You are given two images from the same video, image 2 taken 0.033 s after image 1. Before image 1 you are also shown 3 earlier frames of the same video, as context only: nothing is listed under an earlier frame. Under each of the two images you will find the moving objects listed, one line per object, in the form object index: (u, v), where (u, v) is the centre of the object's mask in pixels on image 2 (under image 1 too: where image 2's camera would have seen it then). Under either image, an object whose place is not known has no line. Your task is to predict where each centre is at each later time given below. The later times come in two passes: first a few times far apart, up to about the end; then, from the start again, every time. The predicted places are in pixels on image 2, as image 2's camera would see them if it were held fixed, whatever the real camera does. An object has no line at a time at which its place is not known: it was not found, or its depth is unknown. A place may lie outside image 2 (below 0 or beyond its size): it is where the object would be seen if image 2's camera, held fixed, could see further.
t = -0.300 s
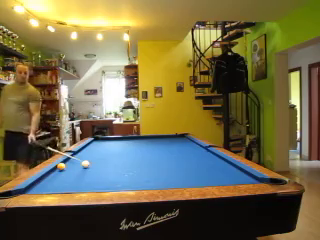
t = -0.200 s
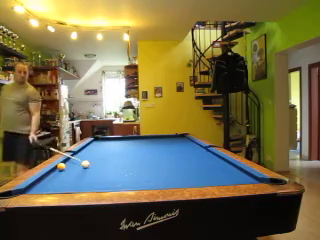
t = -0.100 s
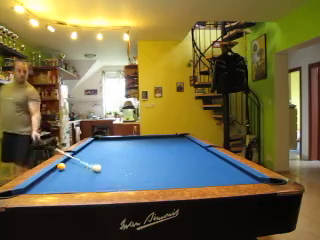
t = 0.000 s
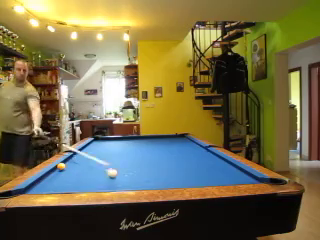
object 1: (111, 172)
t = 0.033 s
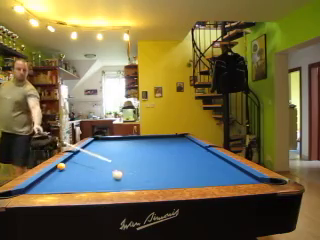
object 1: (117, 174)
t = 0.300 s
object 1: (167, 182)
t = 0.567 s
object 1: (200, 170)
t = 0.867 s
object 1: (223, 160)
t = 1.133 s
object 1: (197, 155)
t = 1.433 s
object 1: (175, 151)
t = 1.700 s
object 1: (157, 148)
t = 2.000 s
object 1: (143, 146)
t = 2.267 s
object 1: (132, 144)
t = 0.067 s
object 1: (122, 176)
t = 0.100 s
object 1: (129, 178)
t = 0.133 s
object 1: (135, 180)
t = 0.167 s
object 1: (141, 182)
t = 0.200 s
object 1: (150, 183)
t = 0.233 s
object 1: (157, 185)
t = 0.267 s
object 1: (163, 184)
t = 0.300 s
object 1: (167, 182)
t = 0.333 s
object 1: (172, 180)
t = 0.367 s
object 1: (177, 180)
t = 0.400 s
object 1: (181, 178)
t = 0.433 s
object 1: (185, 176)
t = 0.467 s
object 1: (189, 175)
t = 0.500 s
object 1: (193, 173)
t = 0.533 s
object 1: (197, 171)
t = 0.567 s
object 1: (200, 170)
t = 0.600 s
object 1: (203, 169)
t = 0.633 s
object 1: (206, 167)
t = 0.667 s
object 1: (209, 166)
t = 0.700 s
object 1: (212, 165)
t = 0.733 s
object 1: (215, 164)
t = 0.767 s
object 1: (217, 163)
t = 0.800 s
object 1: (220, 162)
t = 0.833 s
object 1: (222, 161)
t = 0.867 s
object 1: (223, 160)
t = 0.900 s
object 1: (219, 159)
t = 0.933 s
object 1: (216, 159)
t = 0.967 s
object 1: (213, 158)
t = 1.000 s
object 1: (209, 157)
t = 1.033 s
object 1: (206, 157)
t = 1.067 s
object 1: (203, 156)
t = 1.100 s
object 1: (200, 156)
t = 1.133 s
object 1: (197, 155)
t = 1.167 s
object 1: (195, 155)
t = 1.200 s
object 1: (192, 155)
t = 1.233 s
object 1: (190, 154)
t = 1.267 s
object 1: (187, 153)
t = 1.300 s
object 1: (184, 153)
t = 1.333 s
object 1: (182, 153)
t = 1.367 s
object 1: (180, 152)
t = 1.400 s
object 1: (177, 152)
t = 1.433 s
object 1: (175, 151)
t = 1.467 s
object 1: (172, 151)
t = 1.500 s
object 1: (170, 150)
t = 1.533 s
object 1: (168, 150)
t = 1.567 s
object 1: (166, 150)
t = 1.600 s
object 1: (164, 150)
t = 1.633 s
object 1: (162, 149)
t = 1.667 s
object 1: (160, 148)
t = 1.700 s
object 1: (157, 148)
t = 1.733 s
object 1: (156, 148)
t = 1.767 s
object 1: (155, 148)
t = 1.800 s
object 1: (153, 147)
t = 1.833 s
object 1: (151, 147)
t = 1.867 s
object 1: (150, 147)
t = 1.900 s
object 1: (148, 146)
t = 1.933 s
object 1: (146, 146)
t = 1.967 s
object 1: (145, 146)
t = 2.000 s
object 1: (143, 146)
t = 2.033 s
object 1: (141, 145)
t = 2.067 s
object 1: (140, 145)
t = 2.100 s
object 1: (138, 145)
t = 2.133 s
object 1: (137, 145)
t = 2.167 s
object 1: (136, 144)
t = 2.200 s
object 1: (134, 144)
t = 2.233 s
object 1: (133, 144)
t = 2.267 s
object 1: (132, 144)
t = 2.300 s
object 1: (130, 144)
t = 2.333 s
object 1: (129, 143)
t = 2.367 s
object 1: (128, 144)
